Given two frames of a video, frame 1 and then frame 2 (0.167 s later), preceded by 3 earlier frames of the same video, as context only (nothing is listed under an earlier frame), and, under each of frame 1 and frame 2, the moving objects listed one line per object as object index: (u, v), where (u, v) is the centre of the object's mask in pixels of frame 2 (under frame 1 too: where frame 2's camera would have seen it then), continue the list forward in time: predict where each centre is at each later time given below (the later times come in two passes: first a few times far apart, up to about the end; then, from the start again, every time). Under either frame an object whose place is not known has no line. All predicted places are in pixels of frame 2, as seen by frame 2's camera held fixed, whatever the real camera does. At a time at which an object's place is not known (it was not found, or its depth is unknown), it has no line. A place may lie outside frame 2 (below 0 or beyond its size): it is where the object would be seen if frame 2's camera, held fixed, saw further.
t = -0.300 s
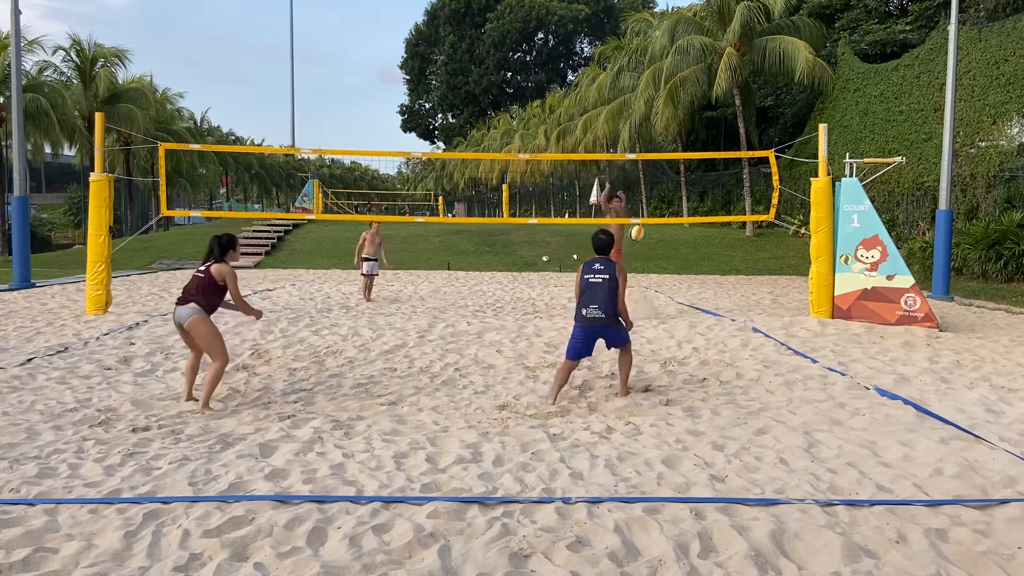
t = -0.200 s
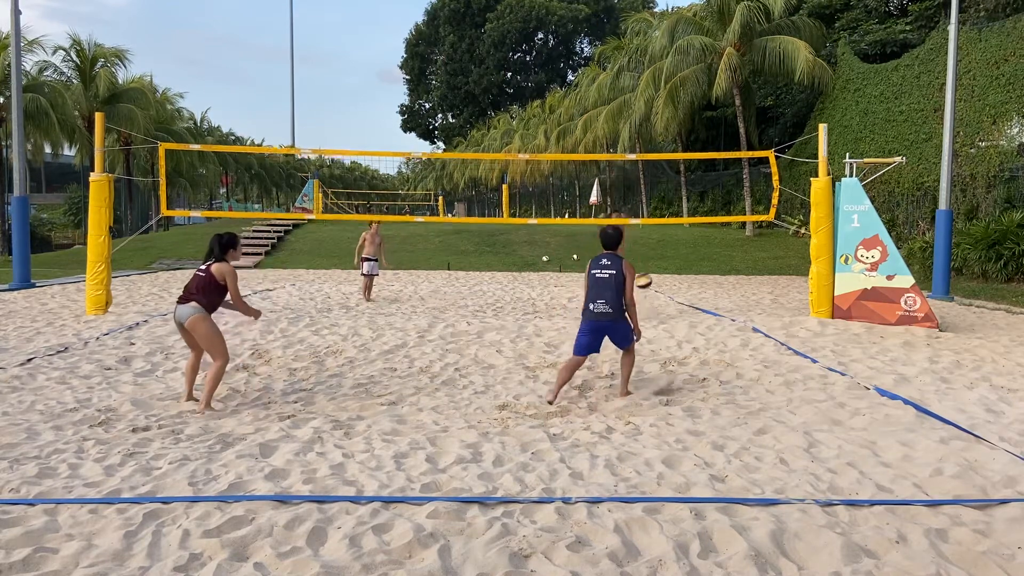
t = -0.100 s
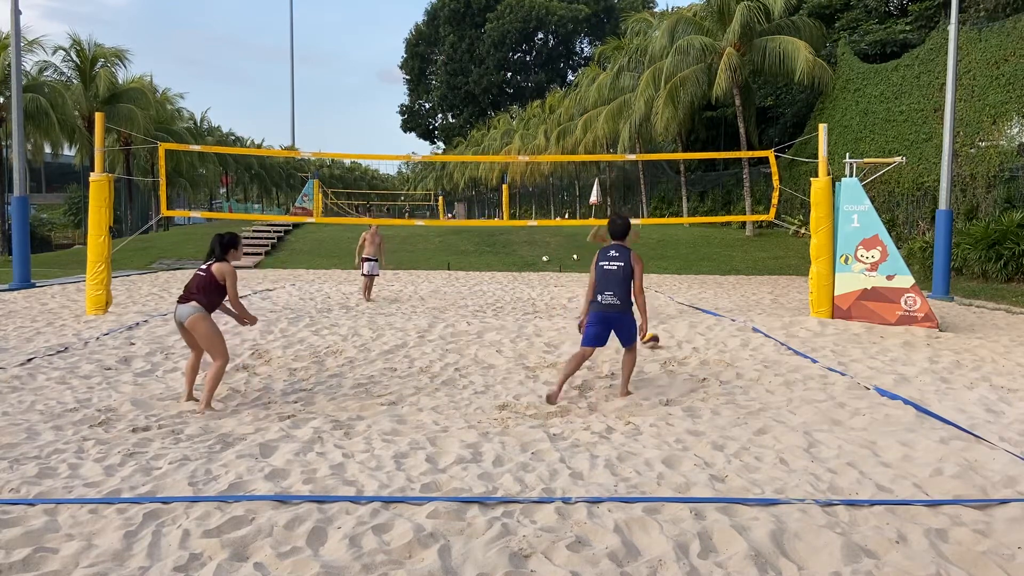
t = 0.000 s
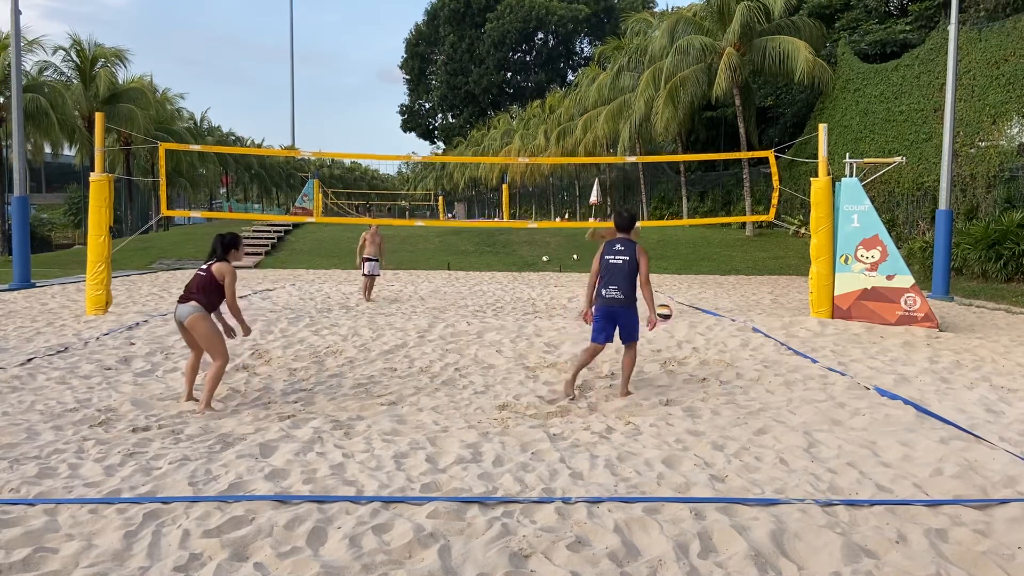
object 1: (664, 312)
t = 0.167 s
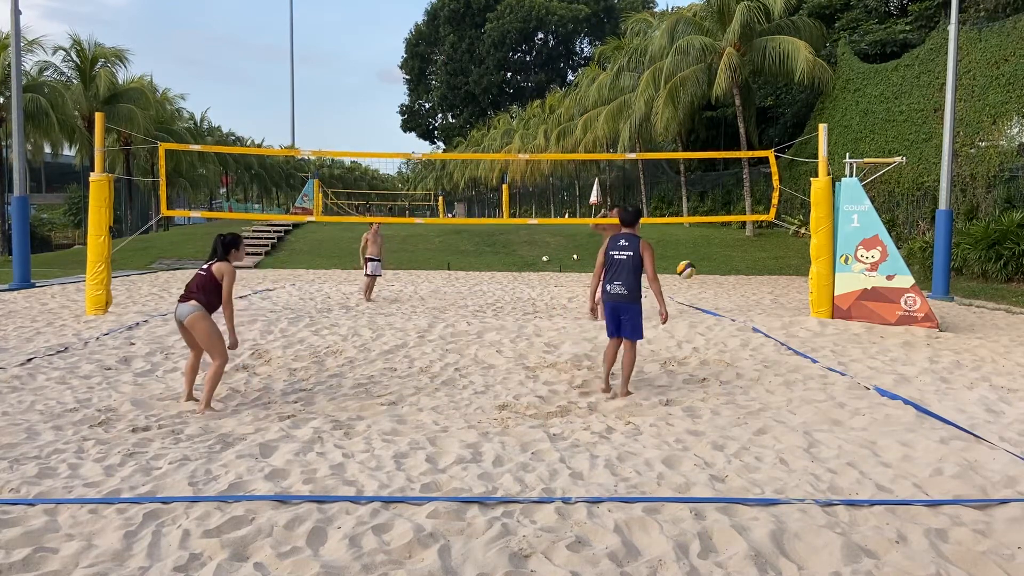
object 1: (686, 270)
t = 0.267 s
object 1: (701, 254)
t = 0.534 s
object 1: (741, 254)
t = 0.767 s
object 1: (775, 305)
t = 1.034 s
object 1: (816, 335)
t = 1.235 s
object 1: (847, 332)
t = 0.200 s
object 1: (691, 264)
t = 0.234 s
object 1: (696, 258)
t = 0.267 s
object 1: (701, 254)
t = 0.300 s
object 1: (706, 251)
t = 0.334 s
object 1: (711, 248)
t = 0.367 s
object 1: (715, 246)
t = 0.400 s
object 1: (720, 246)
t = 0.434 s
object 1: (725, 247)
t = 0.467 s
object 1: (730, 247)
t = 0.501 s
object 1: (735, 250)
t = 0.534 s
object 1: (741, 254)
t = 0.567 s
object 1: (745, 258)
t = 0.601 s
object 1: (750, 263)
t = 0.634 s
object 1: (755, 269)
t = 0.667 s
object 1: (760, 276)
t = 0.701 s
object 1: (765, 285)
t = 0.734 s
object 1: (770, 294)
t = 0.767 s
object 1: (775, 305)
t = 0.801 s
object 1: (780, 316)
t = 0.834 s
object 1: (785, 330)
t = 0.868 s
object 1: (790, 343)
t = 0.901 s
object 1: (795, 356)
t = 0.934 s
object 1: (801, 351)
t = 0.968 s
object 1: (806, 345)
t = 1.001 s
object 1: (811, 340)
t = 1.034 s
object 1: (816, 335)
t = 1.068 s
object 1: (821, 332)
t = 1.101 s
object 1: (826, 330)
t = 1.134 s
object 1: (831, 329)
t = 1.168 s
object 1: (836, 329)
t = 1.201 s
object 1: (842, 329)
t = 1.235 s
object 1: (847, 332)
